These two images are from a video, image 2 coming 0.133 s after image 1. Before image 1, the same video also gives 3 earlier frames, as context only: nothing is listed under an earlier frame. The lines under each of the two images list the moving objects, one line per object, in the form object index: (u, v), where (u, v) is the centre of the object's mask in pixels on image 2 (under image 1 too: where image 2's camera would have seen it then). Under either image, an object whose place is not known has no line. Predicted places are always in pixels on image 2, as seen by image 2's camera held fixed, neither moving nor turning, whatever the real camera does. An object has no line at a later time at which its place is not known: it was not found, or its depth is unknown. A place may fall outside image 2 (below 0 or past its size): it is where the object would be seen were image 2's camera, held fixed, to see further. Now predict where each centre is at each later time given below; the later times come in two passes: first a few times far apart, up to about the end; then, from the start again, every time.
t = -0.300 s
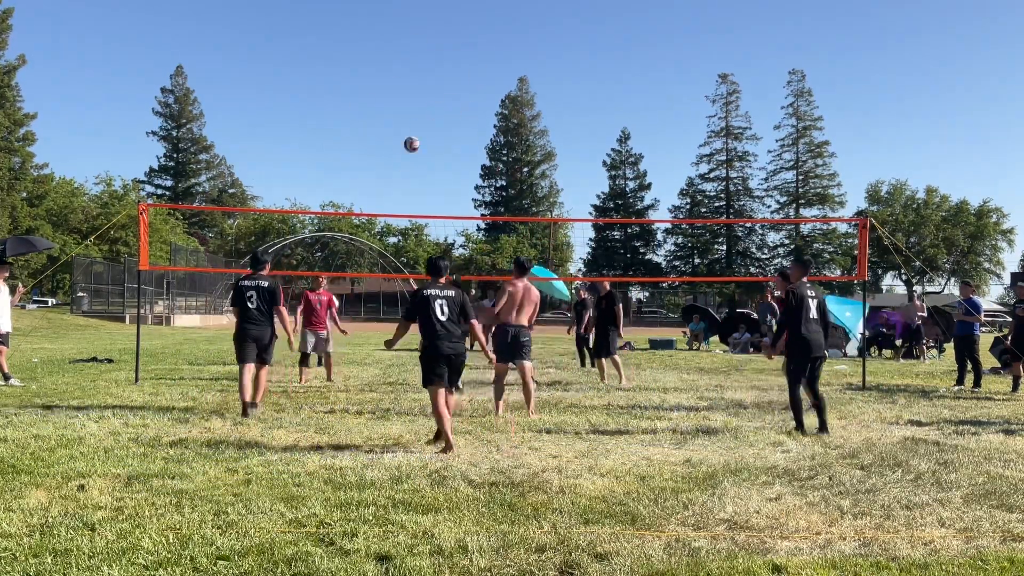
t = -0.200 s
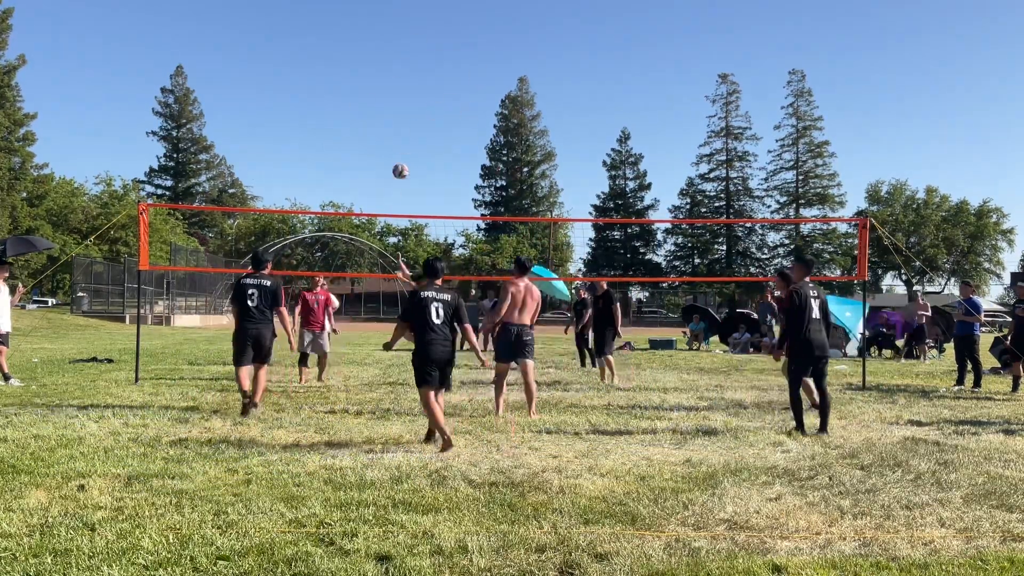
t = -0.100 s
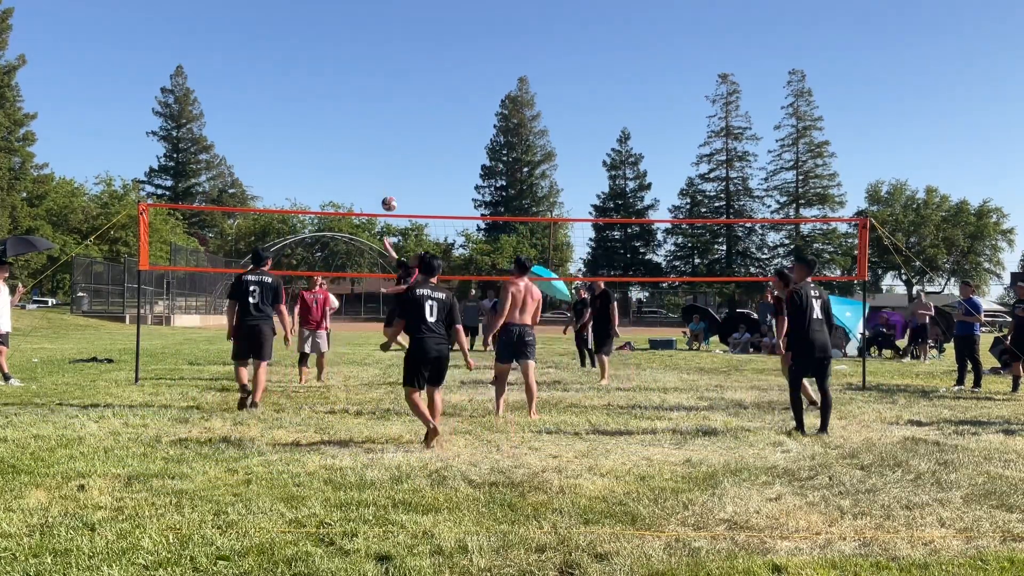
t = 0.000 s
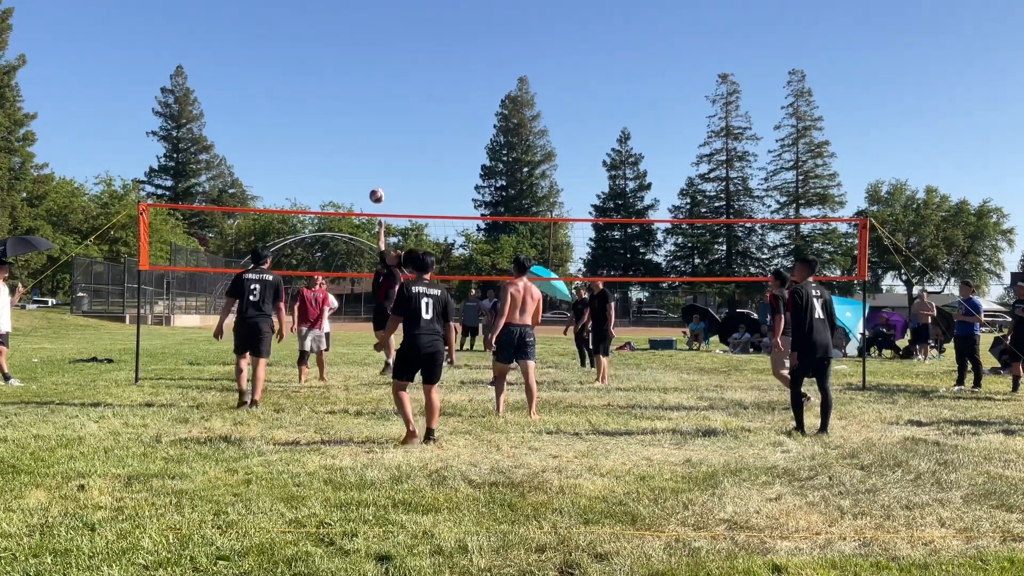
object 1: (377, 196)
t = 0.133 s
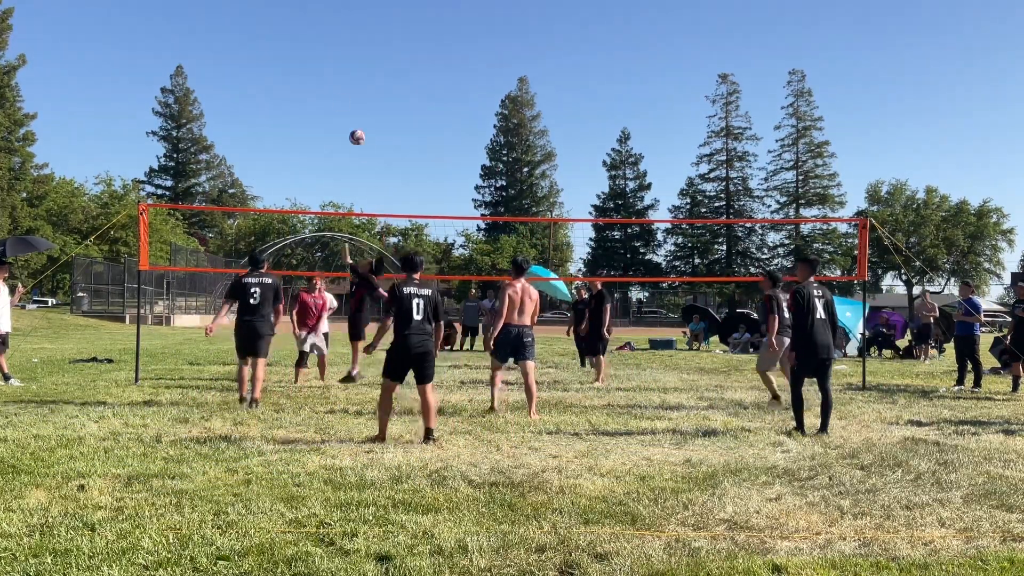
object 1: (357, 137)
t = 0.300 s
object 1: (331, 83)
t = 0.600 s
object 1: (285, 36)
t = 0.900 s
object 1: (236, 52)
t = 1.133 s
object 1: (199, 109)
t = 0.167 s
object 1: (351, 125)
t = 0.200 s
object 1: (346, 113)
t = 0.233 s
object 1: (341, 103)
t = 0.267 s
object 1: (336, 92)
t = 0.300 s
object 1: (331, 83)
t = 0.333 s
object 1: (325, 75)
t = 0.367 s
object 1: (323, 71)
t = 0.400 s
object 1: (317, 63)
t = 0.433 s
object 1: (312, 57)
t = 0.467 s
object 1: (307, 52)
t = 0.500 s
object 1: (301, 46)
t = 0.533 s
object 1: (296, 42)
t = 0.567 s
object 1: (291, 39)
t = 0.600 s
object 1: (285, 36)
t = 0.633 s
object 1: (280, 35)
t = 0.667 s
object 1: (274, 35)
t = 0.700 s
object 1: (269, 35)
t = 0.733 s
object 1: (263, 36)
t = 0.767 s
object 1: (258, 37)
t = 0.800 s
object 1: (253, 39)
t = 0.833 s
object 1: (247, 43)
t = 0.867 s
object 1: (241, 47)
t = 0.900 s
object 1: (236, 52)
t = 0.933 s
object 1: (231, 58)
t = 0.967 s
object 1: (225, 64)
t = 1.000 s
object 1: (220, 71)
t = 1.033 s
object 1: (215, 79)
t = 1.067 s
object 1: (209, 88)
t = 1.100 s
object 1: (204, 98)
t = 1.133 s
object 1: (199, 109)
